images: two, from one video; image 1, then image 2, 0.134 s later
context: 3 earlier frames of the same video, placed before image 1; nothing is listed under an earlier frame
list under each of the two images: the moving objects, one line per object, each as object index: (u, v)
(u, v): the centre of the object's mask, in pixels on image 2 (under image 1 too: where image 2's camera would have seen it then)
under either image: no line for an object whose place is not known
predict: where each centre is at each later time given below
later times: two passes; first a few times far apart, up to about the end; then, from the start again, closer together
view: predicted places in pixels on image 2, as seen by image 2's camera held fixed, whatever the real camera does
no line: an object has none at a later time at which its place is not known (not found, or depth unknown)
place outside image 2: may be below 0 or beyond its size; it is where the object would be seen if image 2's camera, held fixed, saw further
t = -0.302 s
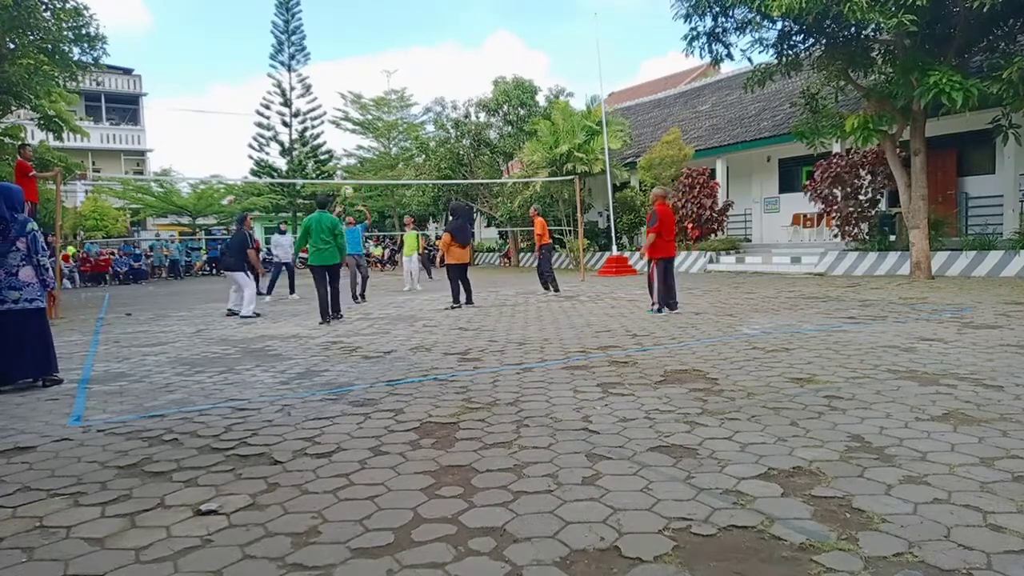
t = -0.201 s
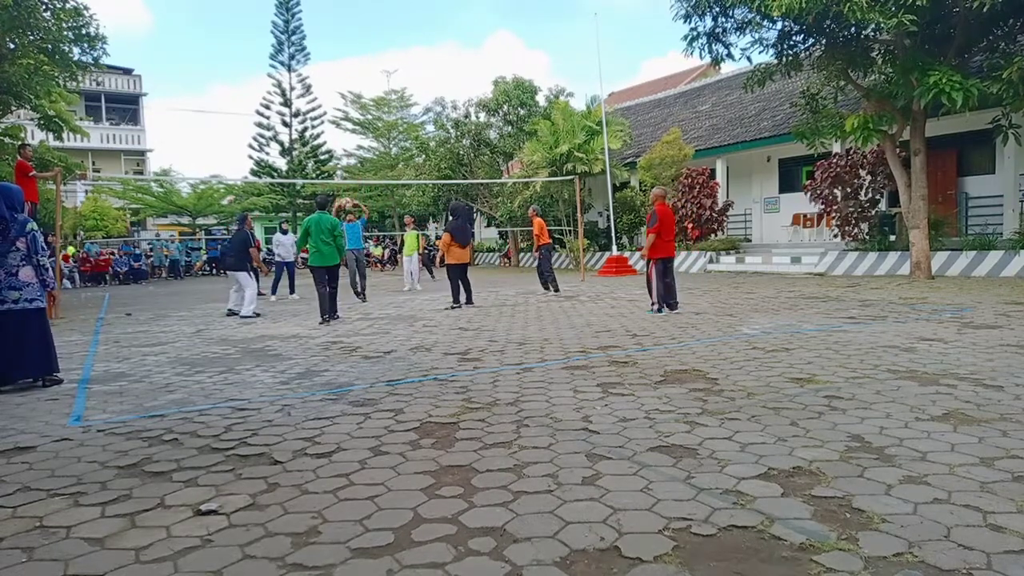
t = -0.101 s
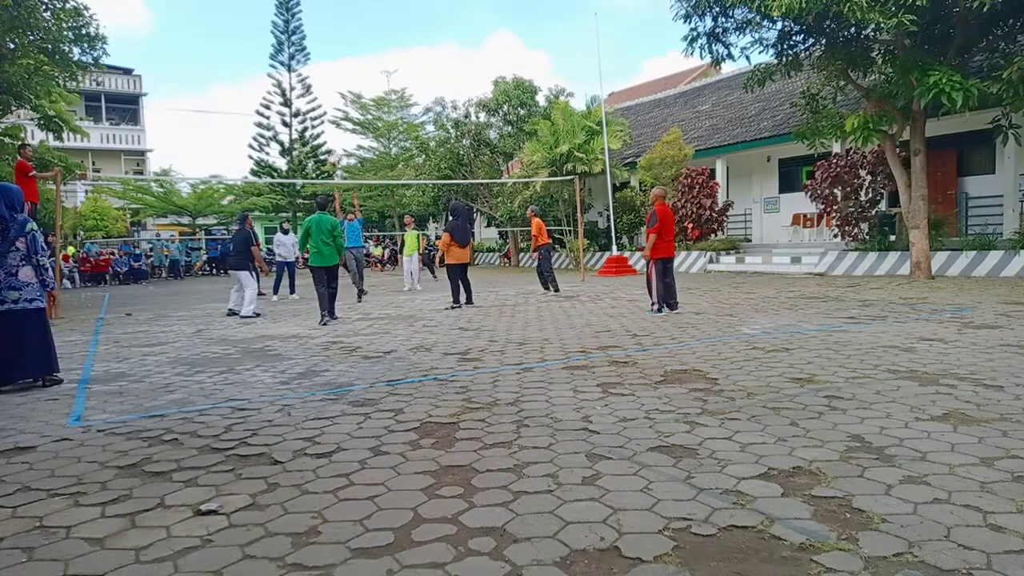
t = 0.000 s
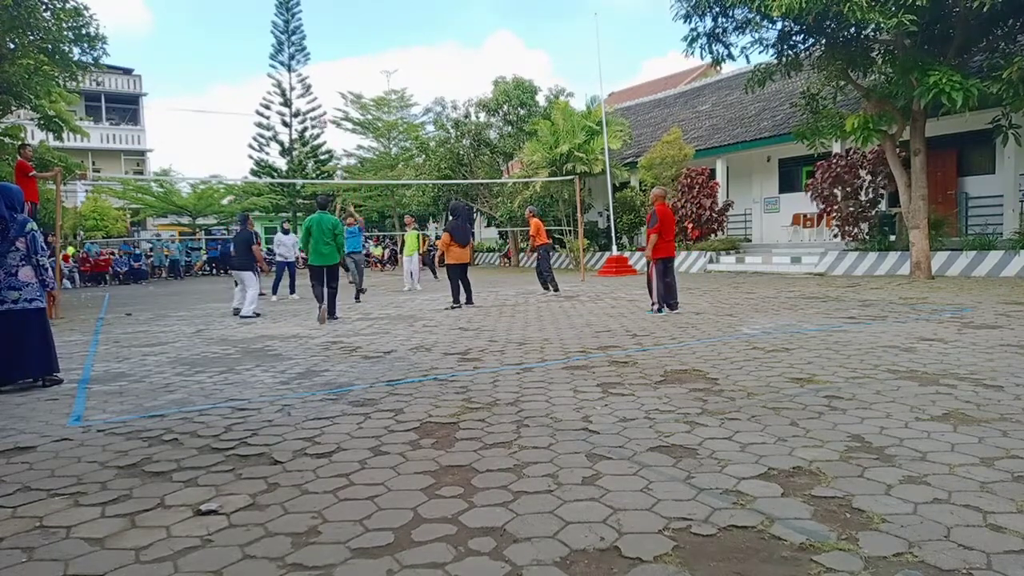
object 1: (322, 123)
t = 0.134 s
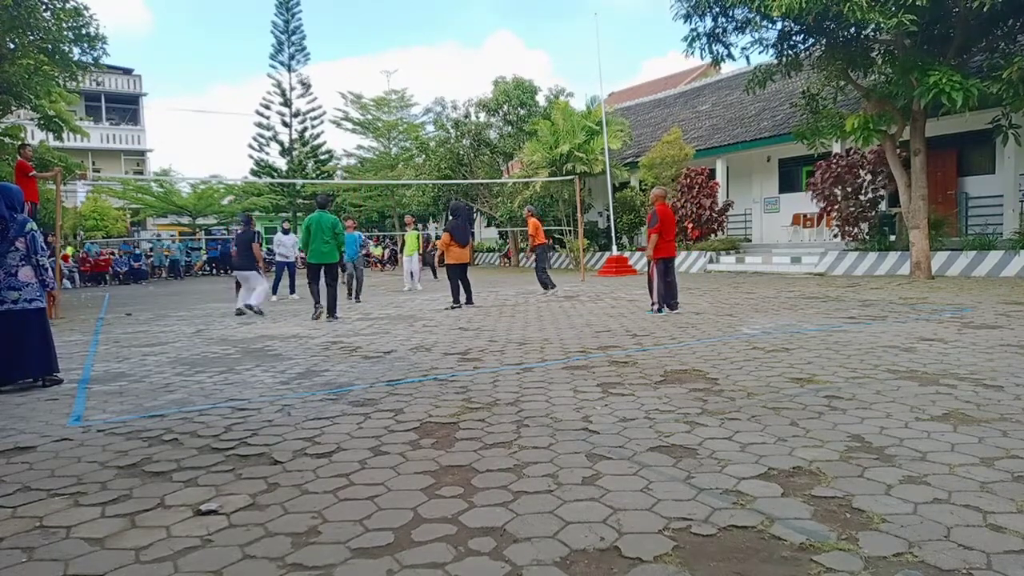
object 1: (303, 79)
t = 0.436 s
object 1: (265, 18)
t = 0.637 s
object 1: (241, 6)
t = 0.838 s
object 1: (216, 19)
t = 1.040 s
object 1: (193, 59)
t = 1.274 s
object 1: (166, 141)
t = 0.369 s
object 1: (274, 27)
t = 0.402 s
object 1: (269, 22)
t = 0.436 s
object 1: (265, 18)
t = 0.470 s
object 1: (261, 14)
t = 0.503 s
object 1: (257, 10)
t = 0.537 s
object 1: (253, 8)
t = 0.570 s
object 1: (249, 6)
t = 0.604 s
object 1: (245, 6)
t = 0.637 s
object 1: (241, 6)
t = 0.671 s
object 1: (237, 6)
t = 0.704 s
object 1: (233, 6)
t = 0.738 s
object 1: (228, 8)
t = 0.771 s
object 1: (225, 11)
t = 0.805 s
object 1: (221, 14)
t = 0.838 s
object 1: (216, 19)
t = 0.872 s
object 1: (212, 24)
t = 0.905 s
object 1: (208, 29)
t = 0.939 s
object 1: (205, 35)
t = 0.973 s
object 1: (201, 42)
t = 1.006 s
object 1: (197, 51)
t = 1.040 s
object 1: (193, 59)
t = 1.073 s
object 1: (189, 68)
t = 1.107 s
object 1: (185, 78)
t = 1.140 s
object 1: (181, 89)
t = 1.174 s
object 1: (177, 101)
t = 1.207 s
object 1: (174, 114)
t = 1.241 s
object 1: (170, 128)
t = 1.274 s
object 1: (166, 141)
